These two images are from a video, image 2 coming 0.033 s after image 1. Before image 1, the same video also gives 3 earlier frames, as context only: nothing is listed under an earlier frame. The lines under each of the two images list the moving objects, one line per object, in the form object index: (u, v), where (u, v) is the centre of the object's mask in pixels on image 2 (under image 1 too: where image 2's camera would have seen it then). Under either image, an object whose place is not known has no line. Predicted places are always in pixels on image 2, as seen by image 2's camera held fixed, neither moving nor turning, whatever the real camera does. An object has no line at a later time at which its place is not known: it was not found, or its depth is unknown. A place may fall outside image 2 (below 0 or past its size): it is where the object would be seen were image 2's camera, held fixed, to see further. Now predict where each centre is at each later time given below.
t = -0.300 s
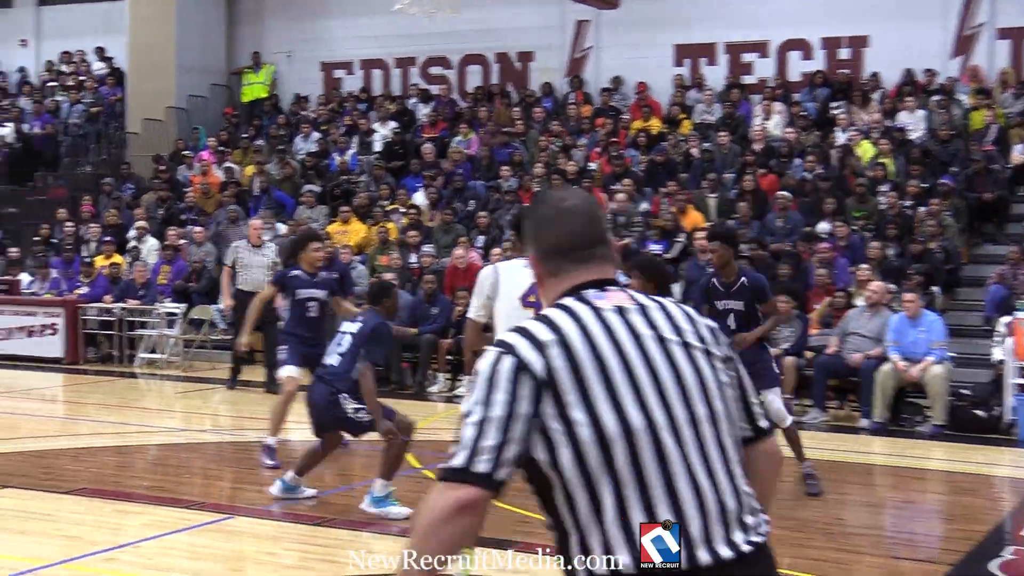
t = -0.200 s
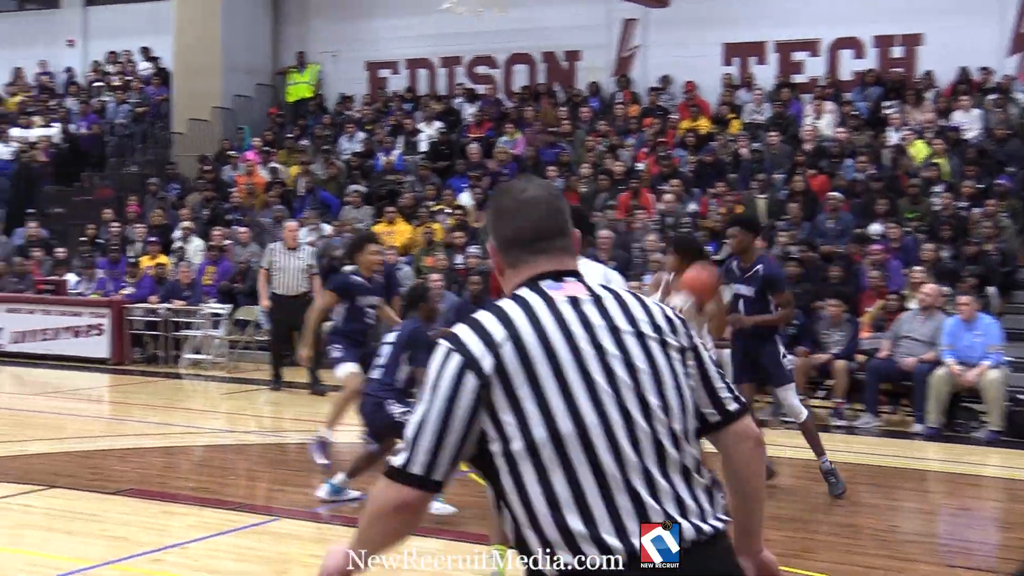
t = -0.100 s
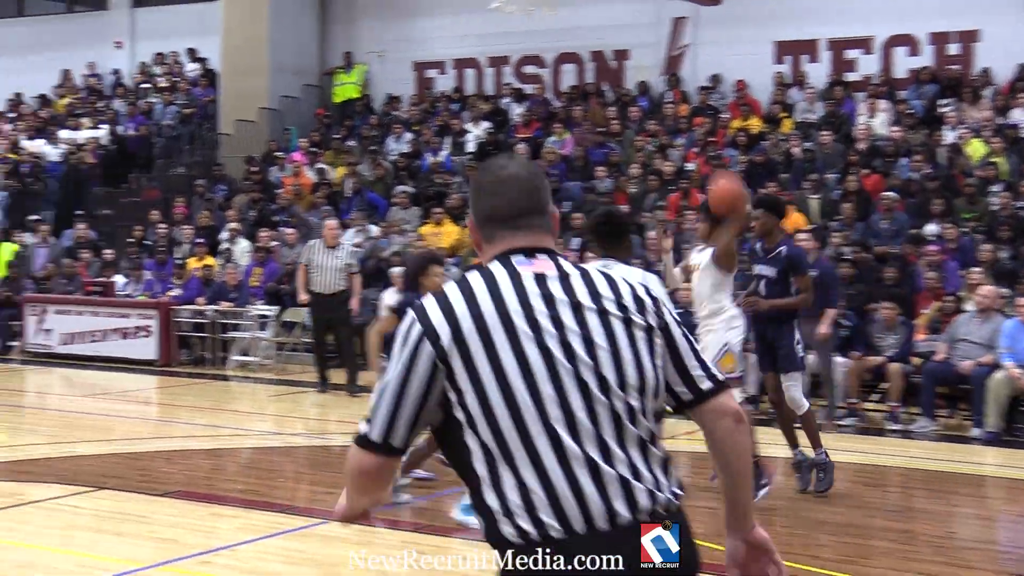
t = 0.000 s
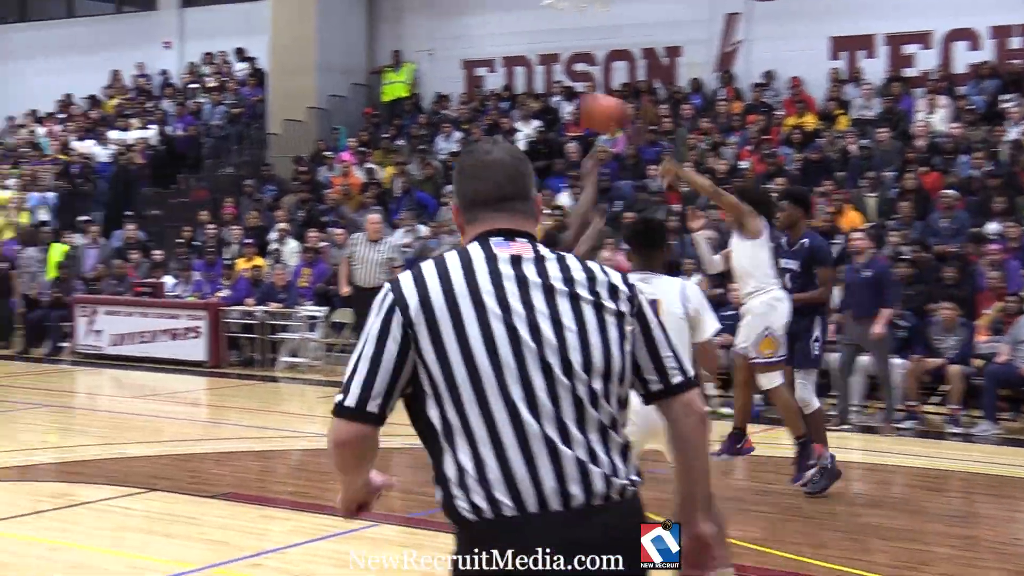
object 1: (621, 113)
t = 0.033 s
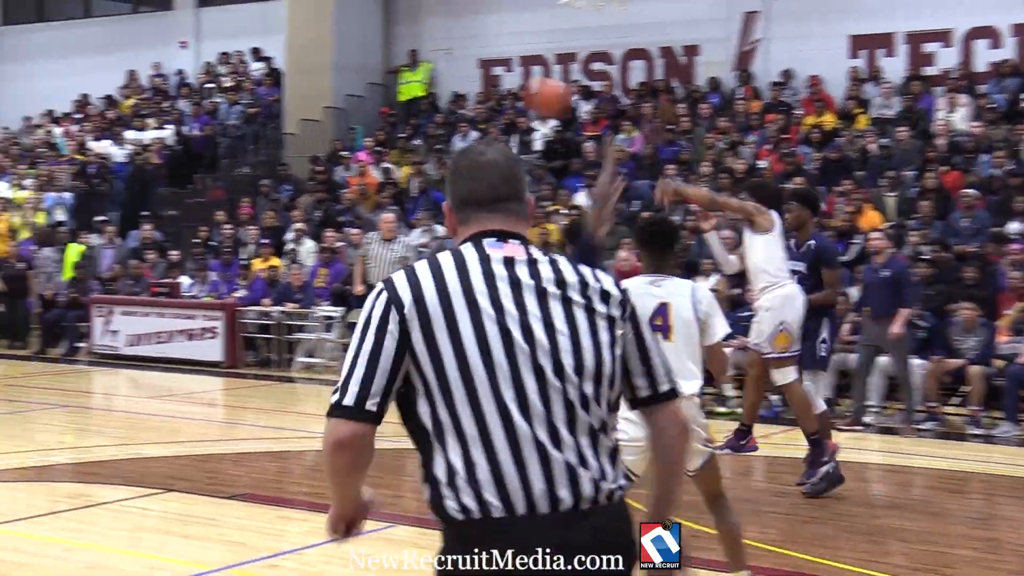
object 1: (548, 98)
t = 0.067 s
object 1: (478, 84)
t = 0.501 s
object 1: (-298, 26)
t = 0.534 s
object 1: (-358, 27)
